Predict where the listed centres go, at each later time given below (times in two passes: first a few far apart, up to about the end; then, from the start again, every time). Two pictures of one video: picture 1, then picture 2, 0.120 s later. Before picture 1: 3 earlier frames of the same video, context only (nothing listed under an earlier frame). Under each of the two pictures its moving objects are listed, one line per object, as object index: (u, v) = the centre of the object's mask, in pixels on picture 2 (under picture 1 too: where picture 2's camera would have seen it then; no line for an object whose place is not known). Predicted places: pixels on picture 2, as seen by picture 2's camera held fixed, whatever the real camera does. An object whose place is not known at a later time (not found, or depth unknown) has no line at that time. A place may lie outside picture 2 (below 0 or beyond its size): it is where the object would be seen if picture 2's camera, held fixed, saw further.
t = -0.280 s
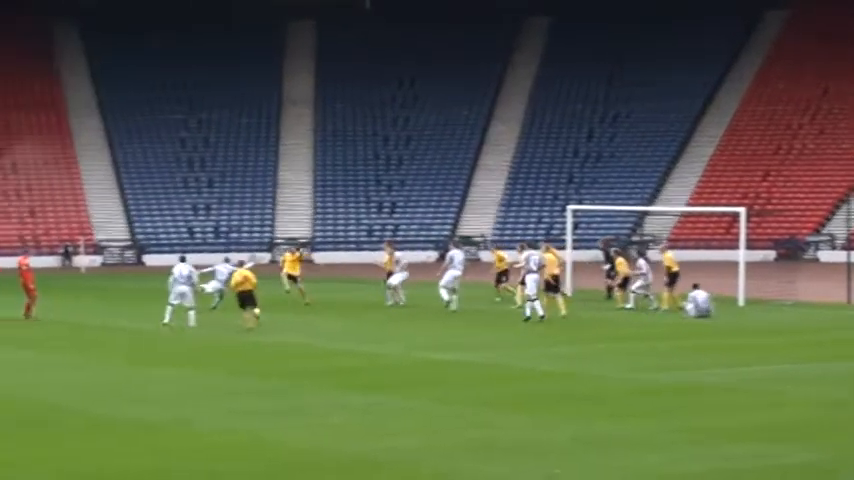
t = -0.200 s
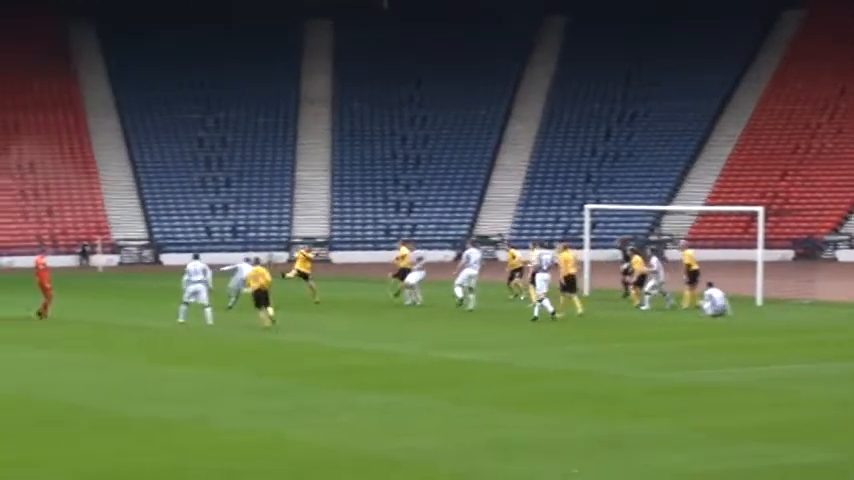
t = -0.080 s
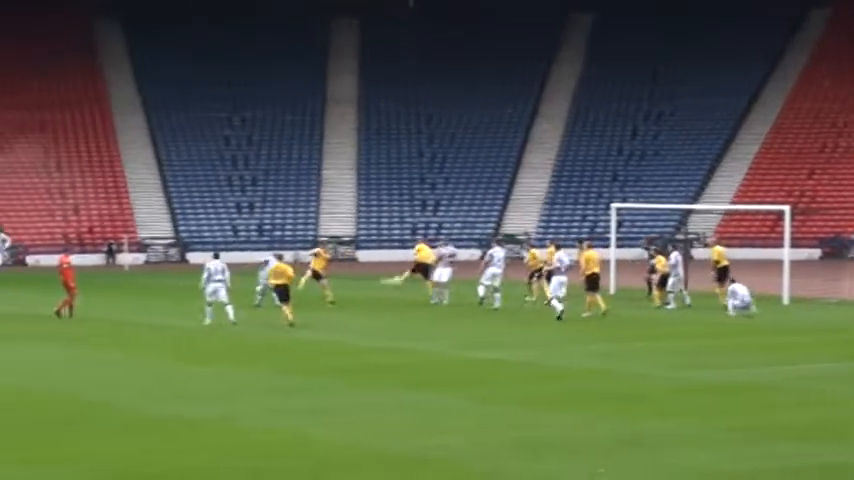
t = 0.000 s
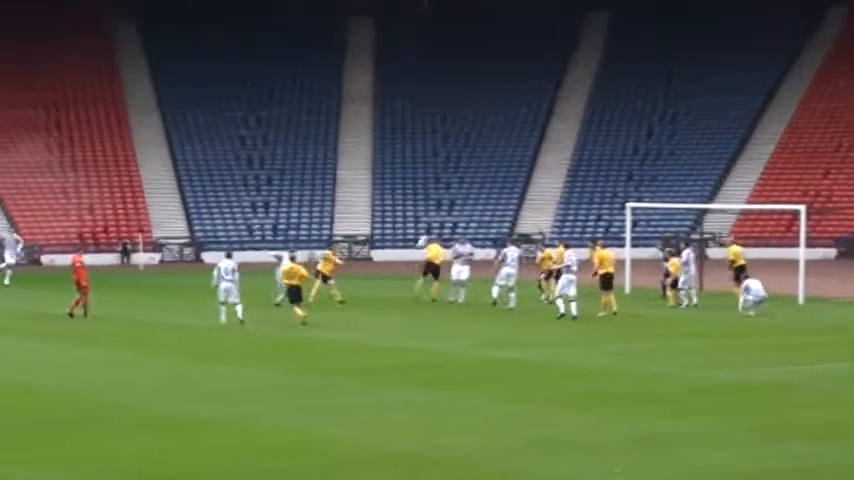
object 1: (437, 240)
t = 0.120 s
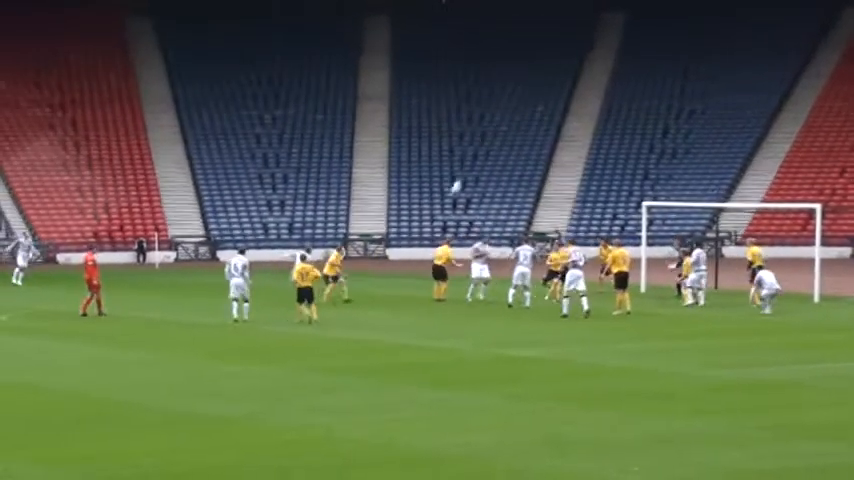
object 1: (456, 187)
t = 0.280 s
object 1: (482, 128)
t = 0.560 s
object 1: (527, 56)
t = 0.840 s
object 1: (571, 17)
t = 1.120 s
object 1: (612, 9)
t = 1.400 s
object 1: (650, 29)
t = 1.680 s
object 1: (683, 74)
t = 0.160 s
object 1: (462, 171)
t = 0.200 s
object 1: (469, 156)
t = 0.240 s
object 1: (475, 142)
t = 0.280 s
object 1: (482, 128)
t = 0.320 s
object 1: (488, 116)
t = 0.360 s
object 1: (495, 104)
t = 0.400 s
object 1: (501, 92)
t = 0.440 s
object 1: (508, 82)
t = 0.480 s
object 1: (514, 73)
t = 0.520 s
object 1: (521, 64)
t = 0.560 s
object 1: (527, 56)
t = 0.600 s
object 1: (533, 48)
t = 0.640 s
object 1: (540, 41)
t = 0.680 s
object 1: (546, 35)
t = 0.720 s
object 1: (552, 29)
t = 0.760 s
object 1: (559, 25)
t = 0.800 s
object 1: (565, 21)
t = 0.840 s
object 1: (571, 17)
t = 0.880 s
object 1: (577, 14)
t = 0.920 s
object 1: (583, 12)
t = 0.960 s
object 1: (589, 10)
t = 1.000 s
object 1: (595, 10)
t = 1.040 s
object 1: (601, 9)
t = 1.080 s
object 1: (606, 9)
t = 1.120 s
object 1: (612, 9)
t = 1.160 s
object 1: (617, 11)
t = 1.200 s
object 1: (623, 12)
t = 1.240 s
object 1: (628, 15)
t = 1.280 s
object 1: (634, 17)
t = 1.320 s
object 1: (639, 21)
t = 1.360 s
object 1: (644, 24)
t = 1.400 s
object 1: (650, 29)
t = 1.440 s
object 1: (655, 34)
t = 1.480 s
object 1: (660, 39)
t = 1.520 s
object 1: (665, 45)
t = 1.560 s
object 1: (670, 52)
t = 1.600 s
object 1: (674, 59)
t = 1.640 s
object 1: (679, 66)
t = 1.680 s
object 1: (683, 74)
